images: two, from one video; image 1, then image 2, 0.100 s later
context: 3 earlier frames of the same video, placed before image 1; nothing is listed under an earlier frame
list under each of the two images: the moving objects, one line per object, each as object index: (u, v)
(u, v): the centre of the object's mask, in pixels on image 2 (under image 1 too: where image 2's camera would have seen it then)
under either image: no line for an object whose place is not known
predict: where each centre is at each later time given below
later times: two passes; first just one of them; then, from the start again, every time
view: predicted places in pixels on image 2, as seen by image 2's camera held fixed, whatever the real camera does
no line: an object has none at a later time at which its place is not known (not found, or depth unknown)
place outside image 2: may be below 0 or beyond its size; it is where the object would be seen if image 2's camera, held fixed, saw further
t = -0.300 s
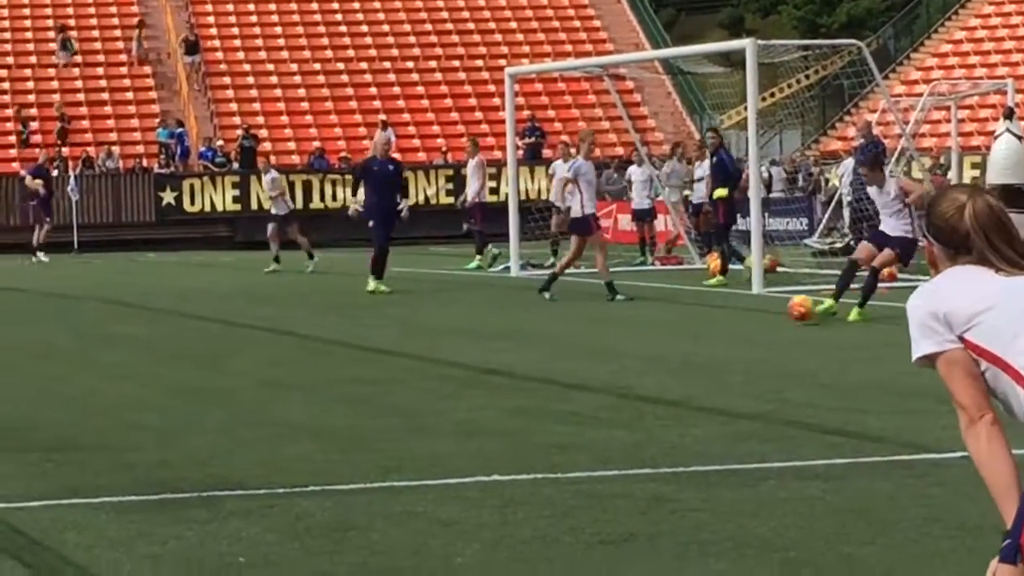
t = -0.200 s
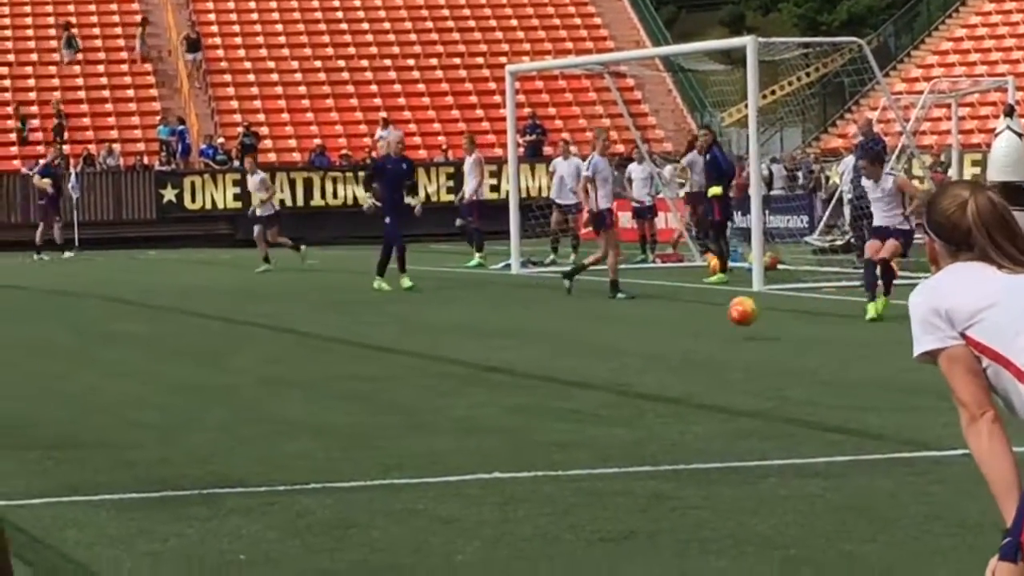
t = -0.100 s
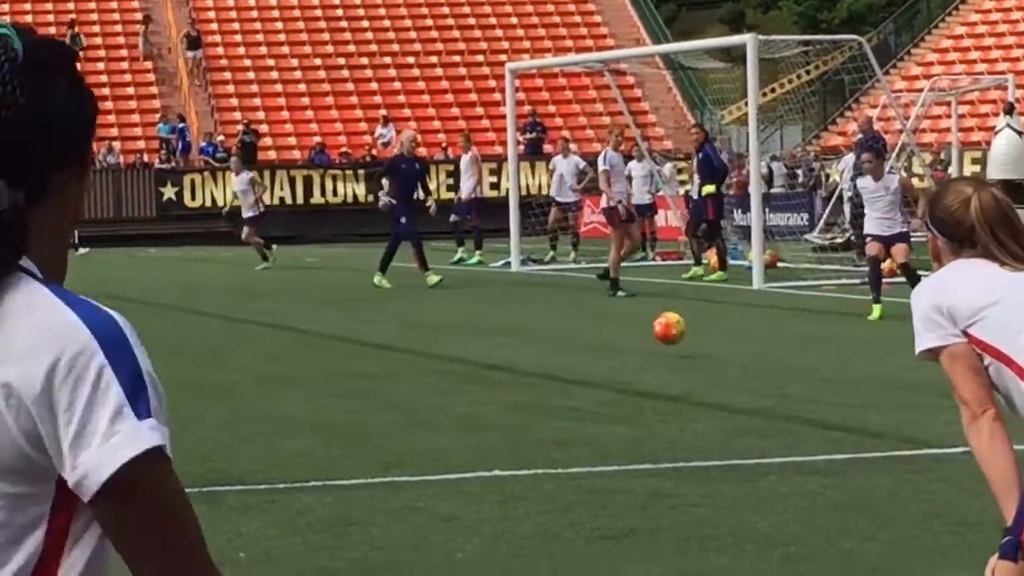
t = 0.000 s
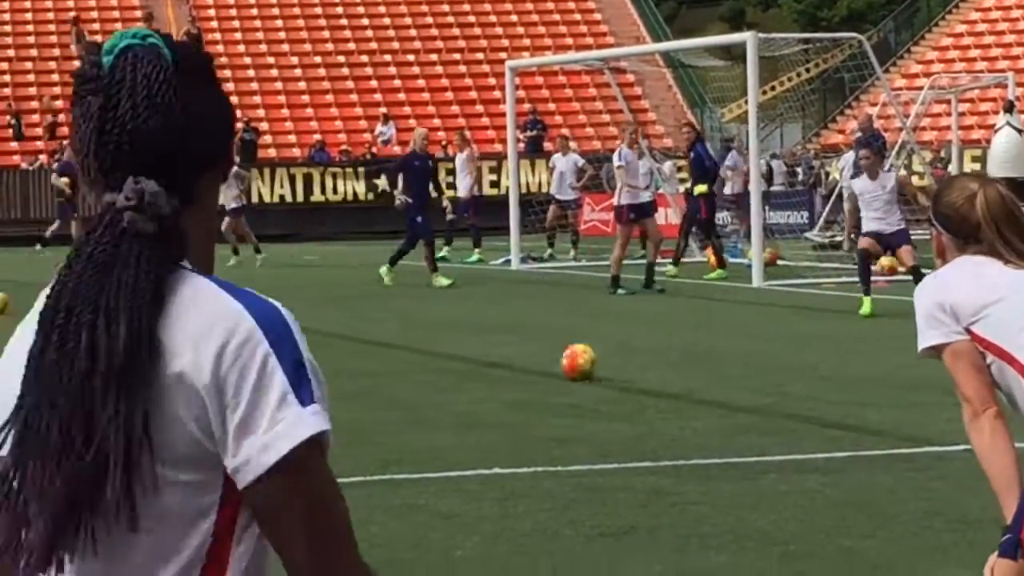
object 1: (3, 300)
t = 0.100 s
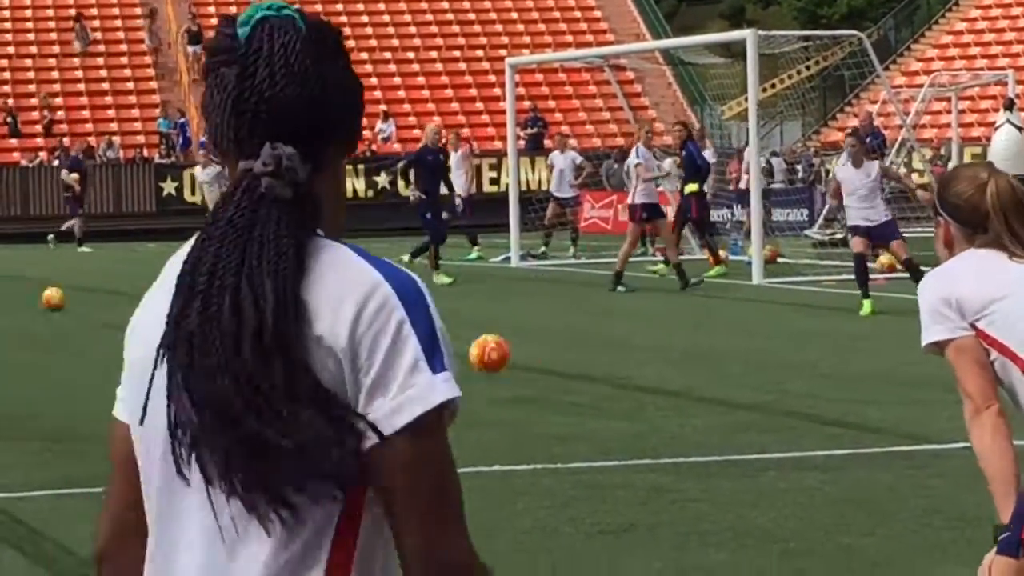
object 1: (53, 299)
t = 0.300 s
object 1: (170, 297)
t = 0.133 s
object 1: (73, 298)
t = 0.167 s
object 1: (92, 298)
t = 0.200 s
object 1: (112, 298)
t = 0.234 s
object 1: (131, 298)
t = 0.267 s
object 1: (151, 298)
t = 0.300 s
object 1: (170, 297)
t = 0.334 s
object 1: (189, 297)
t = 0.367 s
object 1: (209, 297)
